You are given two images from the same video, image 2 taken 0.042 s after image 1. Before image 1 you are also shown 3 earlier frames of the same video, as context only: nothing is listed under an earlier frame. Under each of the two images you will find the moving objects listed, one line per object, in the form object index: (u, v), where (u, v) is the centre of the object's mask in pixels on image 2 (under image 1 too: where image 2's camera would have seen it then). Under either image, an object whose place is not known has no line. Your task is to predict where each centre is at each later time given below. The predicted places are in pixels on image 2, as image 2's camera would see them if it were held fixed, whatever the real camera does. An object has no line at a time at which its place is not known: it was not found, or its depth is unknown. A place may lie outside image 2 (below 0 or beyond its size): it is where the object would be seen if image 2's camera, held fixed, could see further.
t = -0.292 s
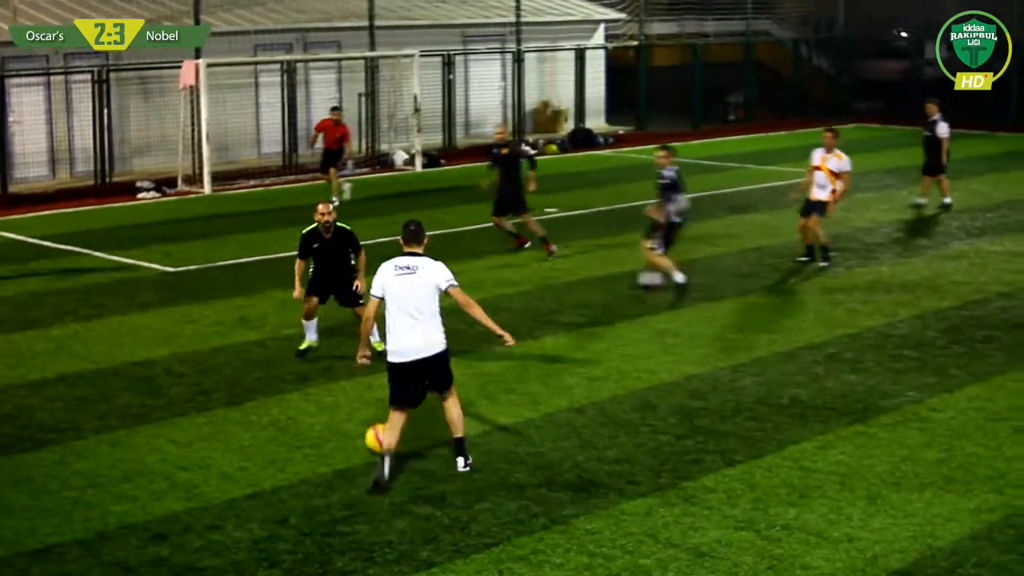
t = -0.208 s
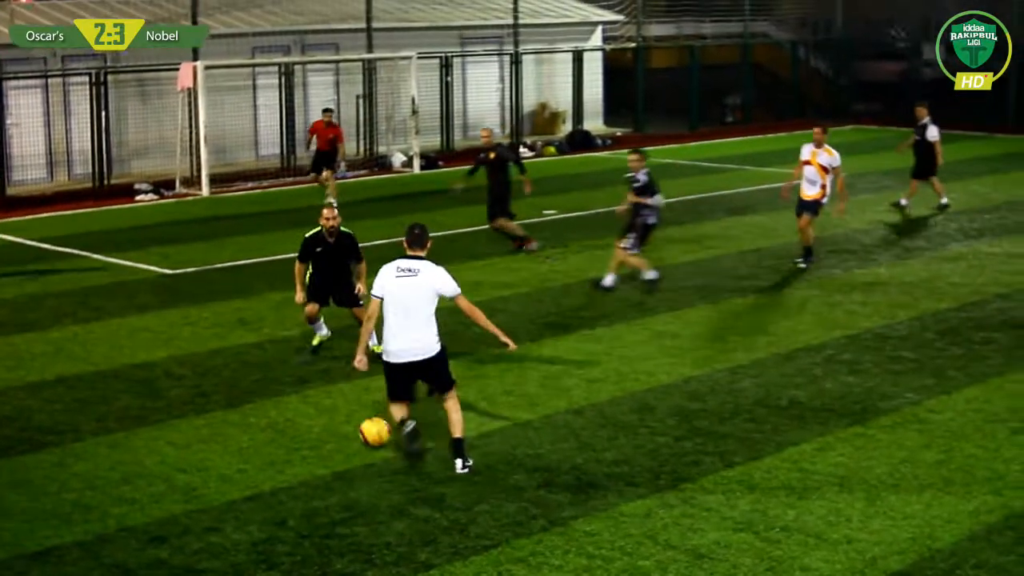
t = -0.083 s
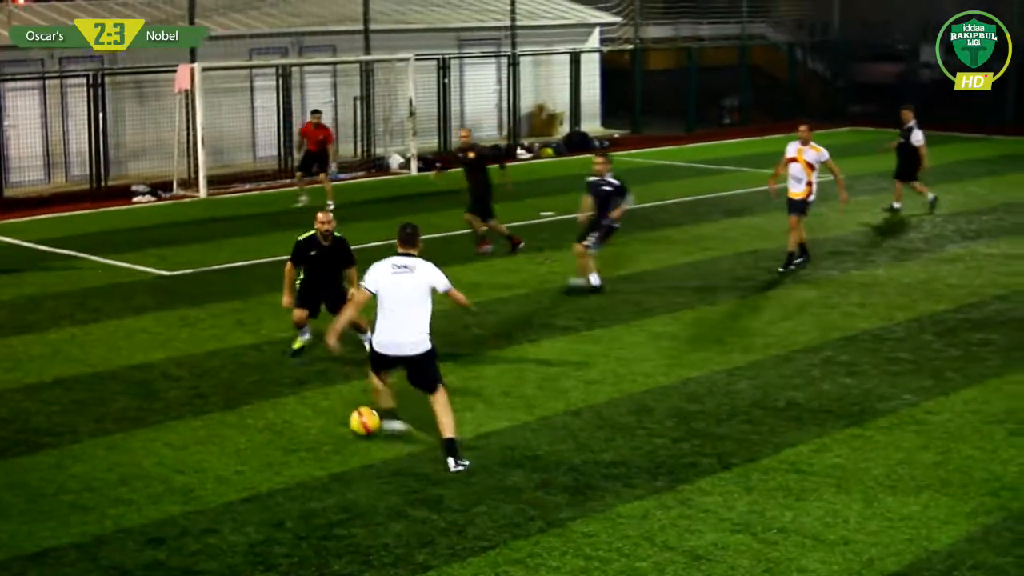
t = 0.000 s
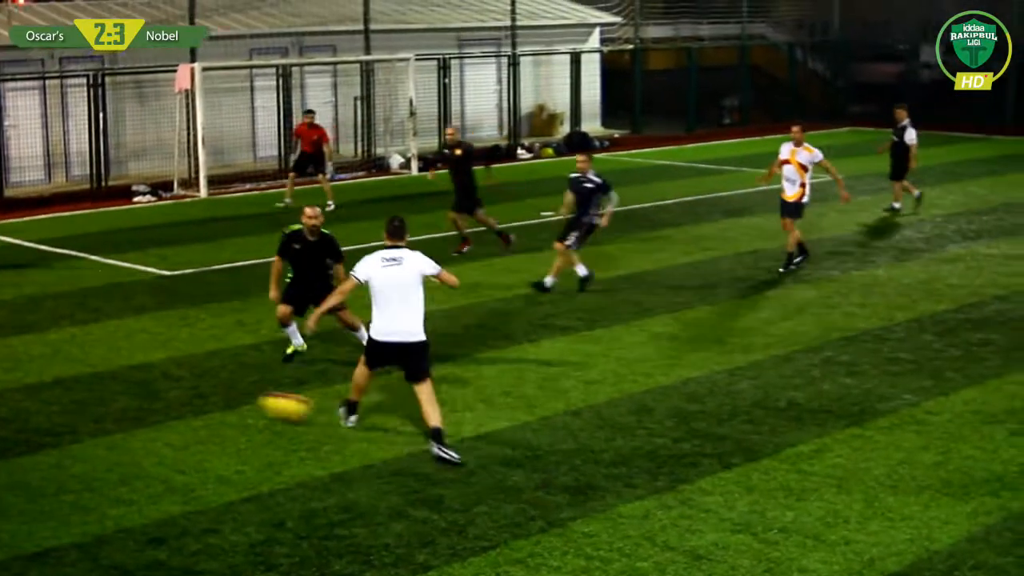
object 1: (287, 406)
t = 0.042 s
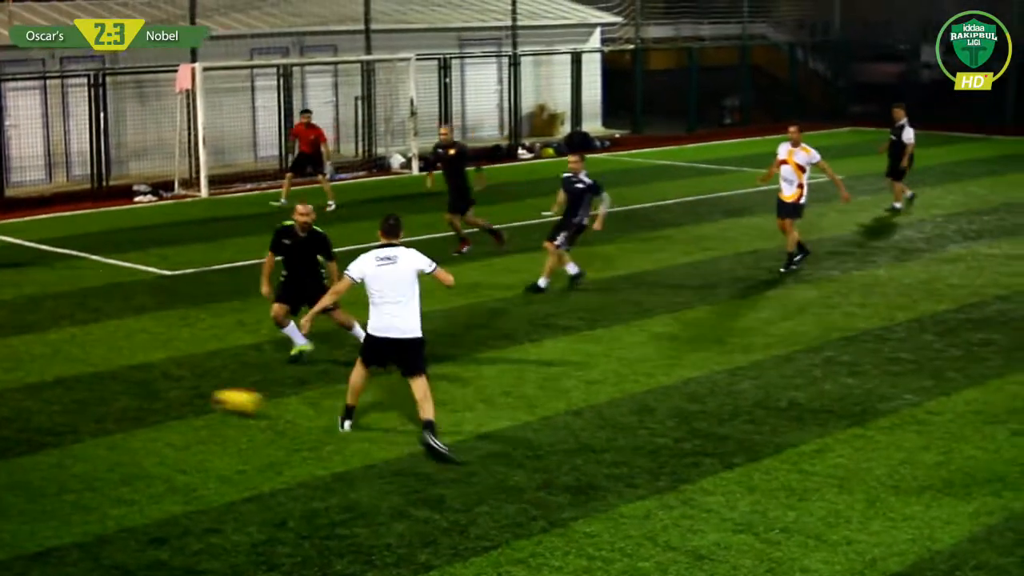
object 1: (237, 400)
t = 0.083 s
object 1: (192, 395)
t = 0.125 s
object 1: (150, 387)
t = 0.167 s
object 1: (108, 383)
